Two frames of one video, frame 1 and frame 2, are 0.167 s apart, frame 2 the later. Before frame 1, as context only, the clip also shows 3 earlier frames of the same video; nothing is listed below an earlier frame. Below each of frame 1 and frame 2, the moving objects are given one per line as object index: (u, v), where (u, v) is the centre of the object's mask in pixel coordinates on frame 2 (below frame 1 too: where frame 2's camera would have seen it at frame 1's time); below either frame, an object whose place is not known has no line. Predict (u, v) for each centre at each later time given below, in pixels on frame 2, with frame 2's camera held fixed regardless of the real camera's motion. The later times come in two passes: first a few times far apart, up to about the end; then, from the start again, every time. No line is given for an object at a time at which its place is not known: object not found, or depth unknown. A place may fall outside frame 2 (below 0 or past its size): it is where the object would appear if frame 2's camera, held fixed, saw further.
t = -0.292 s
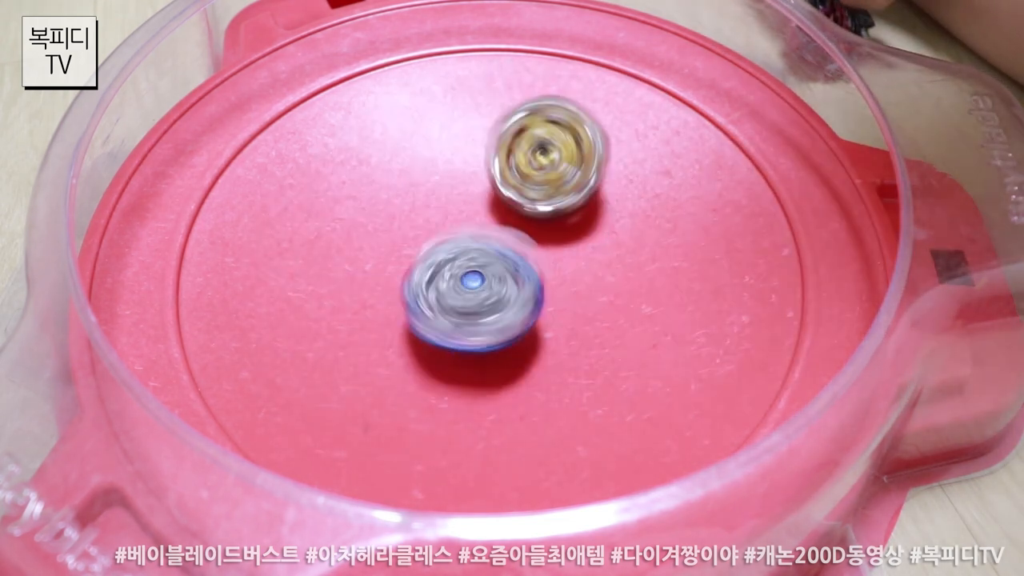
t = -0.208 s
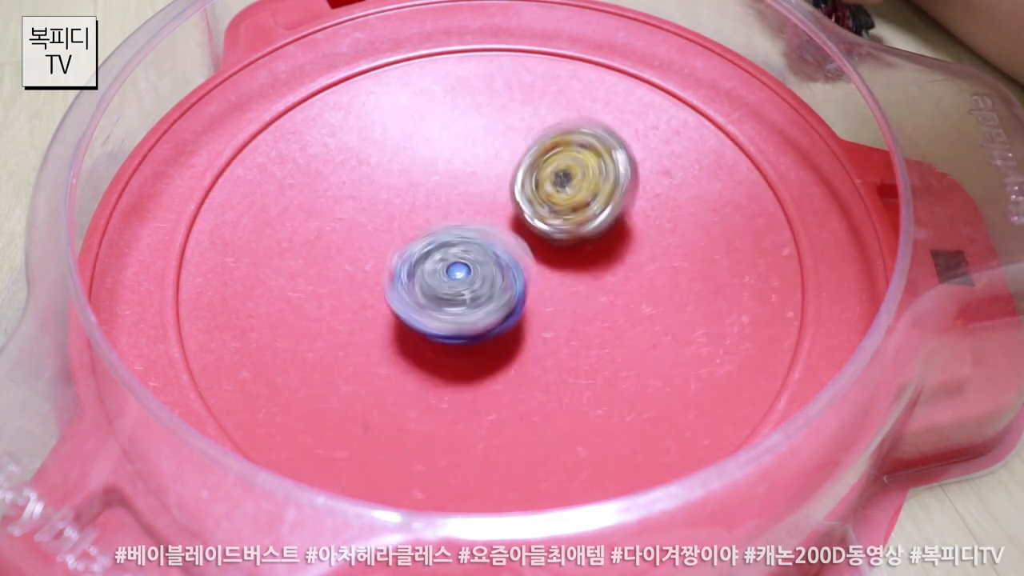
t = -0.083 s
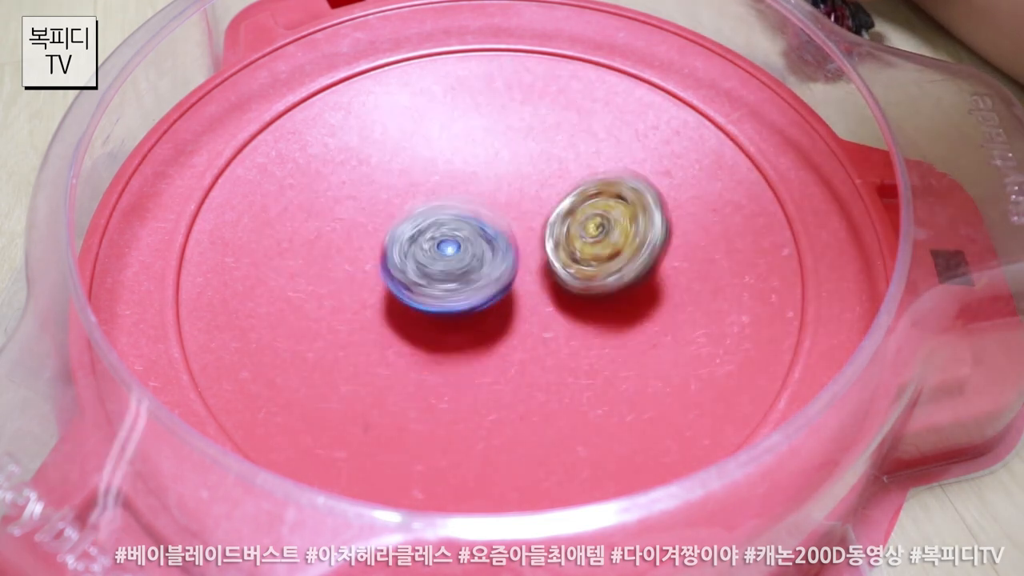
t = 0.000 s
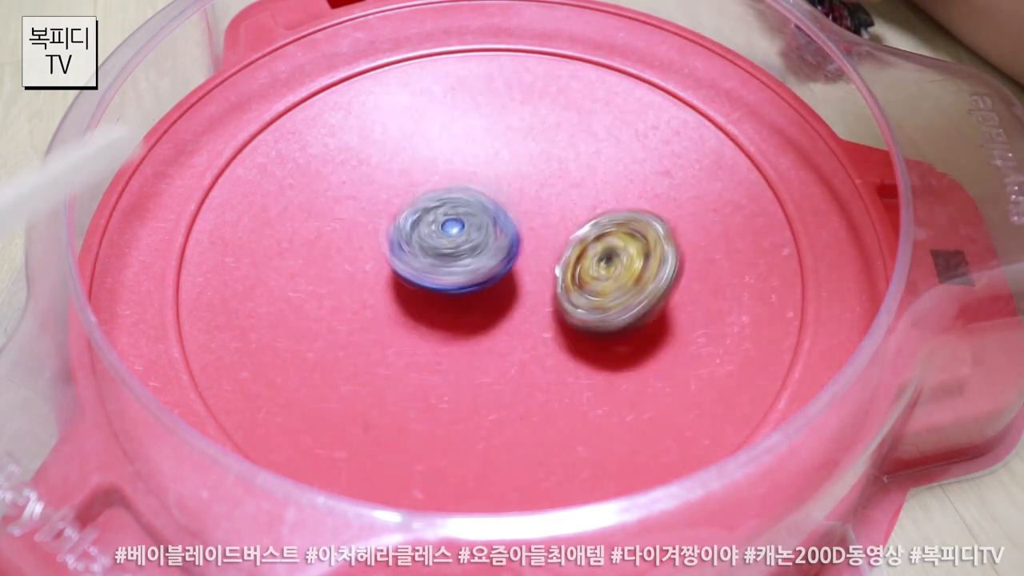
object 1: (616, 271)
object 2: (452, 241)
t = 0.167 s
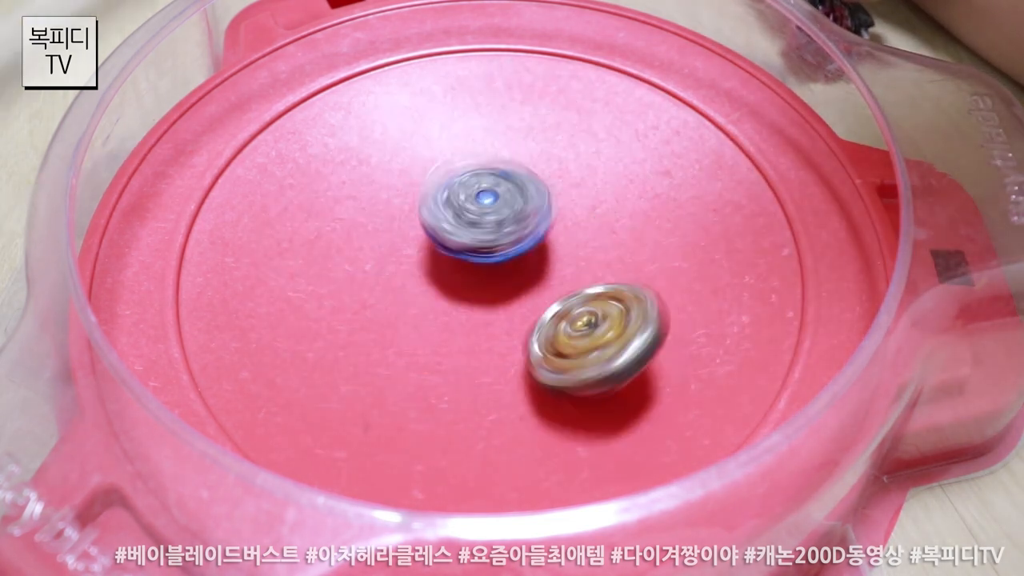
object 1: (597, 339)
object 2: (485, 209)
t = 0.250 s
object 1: (566, 365)
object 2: (508, 204)
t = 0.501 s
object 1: (449, 372)
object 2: (543, 229)
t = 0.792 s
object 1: (364, 259)
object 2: (499, 272)
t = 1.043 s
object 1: (402, 164)
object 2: (511, 280)
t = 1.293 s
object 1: (497, 139)
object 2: (509, 256)
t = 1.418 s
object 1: (541, 155)
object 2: (502, 249)
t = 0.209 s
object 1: (583, 354)
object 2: (496, 207)
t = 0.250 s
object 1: (566, 365)
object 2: (508, 204)
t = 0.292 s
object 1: (550, 374)
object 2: (518, 206)
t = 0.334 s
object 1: (531, 380)
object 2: (528, 206)
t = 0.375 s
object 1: (509, 383)
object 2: (533, 211)
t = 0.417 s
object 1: (488, 383)
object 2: (539, 218)
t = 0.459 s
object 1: (470, 378)
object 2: (542, 221)
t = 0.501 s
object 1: (449, 372)
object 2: (543, 229)
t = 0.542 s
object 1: (431, 362)
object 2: (543, 238)
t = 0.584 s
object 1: (415, 349)
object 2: (540, 241)
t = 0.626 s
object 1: (396, 334)
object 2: (537, 250)
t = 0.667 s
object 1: (382, 316)
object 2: (530, 258)
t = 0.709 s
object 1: (373, 299)
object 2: (522, 262)
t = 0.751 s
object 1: (368, 280)
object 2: (511, 268)
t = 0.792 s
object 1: (364, 259)
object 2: (499, 272)
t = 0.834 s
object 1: (362, 240)
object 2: (491, 271)
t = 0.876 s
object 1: (362, 220)
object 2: (493, 274)
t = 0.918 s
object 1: (370, 205)
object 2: (500, 278)
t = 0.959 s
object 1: (379, 189)
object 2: (503, 276)
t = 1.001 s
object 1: (390, 176)
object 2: (505, 278)
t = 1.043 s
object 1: (402, 164)
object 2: (511, 280)
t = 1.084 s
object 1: (418, 156)
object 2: (512, 276)
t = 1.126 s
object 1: (433, 148)
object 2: (511, 275)
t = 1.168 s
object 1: (450, 143)
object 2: (513, 272)
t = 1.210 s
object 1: (466, 140)
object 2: (513, 267)
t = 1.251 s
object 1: (483, 139)
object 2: (510, 260)
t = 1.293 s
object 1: (497, 139)
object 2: (509, 256)
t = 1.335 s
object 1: (510, 142)
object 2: (510, 252)
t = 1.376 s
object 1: (524, 148)
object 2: (508, 247)
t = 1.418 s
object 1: (541, 155)
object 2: (502, 249)
